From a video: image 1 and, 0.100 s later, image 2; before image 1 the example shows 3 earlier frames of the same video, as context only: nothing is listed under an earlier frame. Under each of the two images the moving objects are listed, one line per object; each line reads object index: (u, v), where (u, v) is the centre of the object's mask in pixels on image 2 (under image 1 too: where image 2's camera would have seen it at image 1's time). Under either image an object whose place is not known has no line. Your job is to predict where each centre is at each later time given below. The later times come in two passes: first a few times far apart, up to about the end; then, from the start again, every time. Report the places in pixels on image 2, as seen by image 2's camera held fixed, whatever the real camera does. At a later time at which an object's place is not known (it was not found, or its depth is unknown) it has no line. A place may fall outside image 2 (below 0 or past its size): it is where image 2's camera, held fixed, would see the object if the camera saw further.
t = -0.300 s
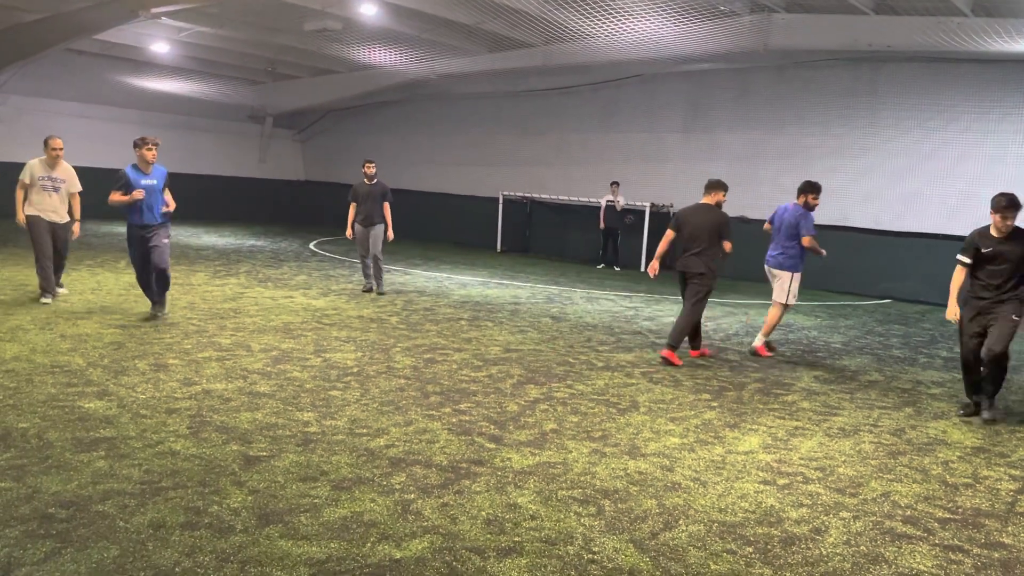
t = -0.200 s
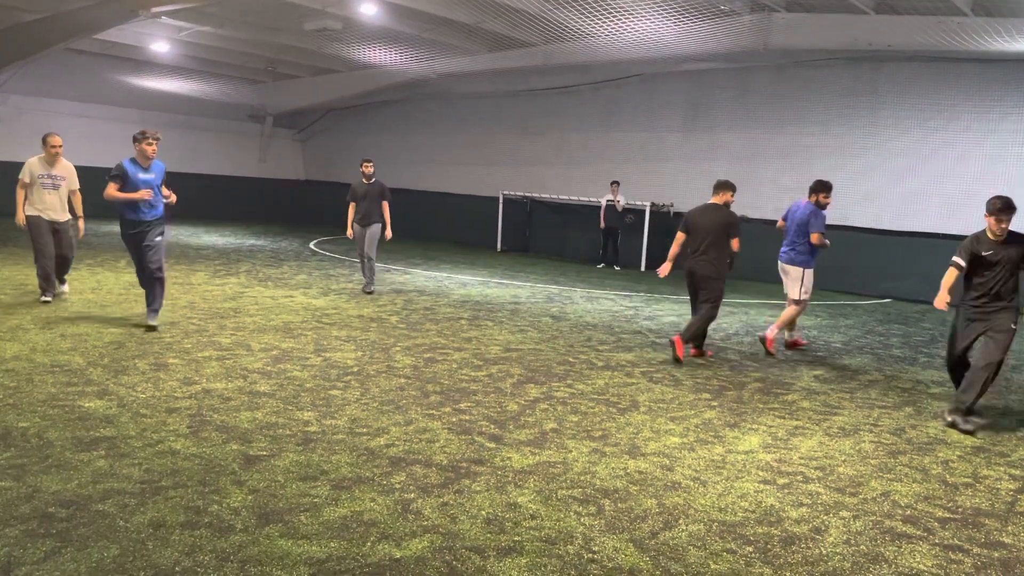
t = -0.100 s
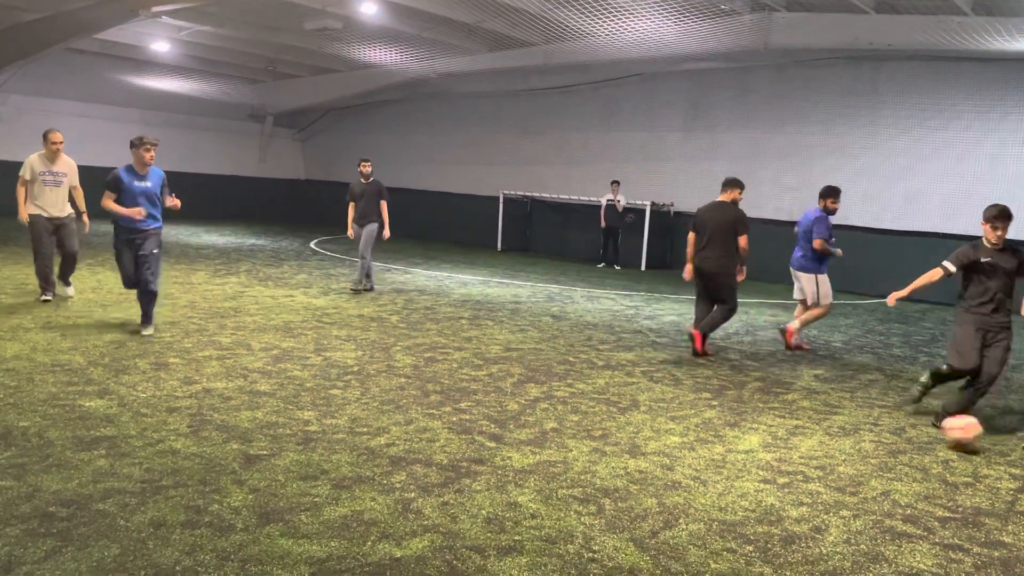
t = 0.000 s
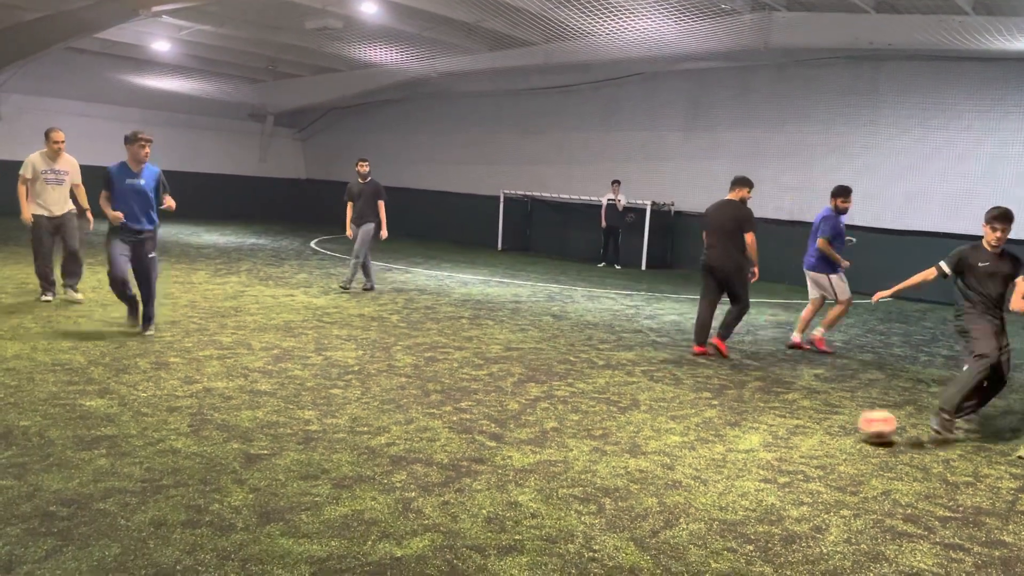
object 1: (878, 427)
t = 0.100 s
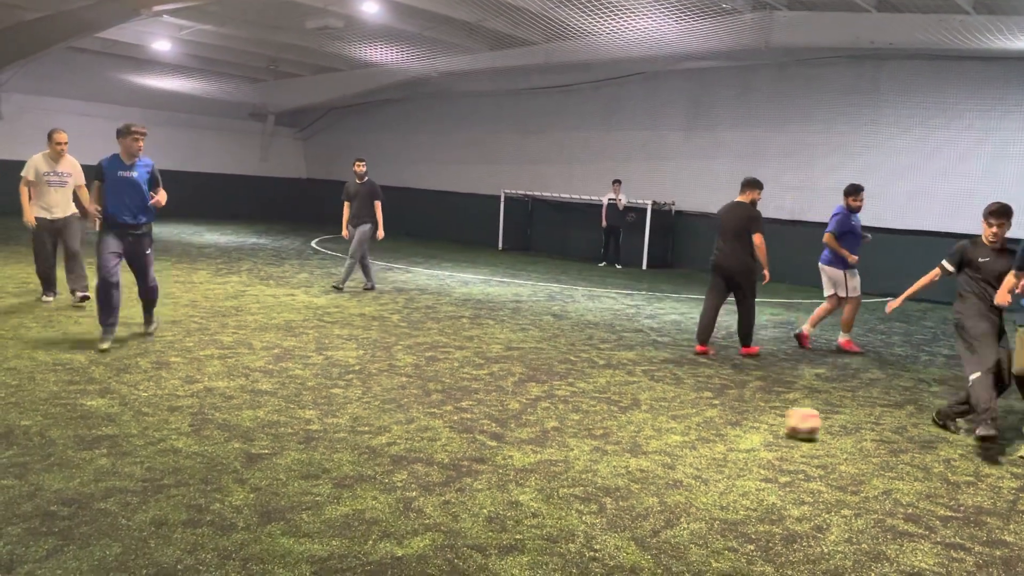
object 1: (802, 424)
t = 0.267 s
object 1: (695, 417)
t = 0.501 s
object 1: (551, 407)
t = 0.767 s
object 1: (395, 398)
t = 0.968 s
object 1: (281, 392)
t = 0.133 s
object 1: (780, 422)
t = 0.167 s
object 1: (758, 419)
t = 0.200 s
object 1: (738, 416)
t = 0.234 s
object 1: (717, 416)
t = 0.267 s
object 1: (695, 417)
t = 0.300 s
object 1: (673, 415)
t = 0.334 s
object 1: (653, 411)
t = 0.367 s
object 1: (634, 409)
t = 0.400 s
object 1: (613, 407)
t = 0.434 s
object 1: (593, 409)
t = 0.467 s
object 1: (572, 409)
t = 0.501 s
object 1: (551, 407)
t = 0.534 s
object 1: (531, 405)
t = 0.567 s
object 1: (511, 405)
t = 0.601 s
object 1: (492, 403)
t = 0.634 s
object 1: (471, 403)
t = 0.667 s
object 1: (452, 401)
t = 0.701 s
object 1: (433, 400)
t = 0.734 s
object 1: (414, 398)
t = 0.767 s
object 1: (395, 398)
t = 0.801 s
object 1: (375, 396)
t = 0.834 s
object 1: (357, 395)
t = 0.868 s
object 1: (336, 396)
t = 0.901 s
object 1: (318, 394)
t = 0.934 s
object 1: (299, 393)
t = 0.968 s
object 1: (281, 392)
